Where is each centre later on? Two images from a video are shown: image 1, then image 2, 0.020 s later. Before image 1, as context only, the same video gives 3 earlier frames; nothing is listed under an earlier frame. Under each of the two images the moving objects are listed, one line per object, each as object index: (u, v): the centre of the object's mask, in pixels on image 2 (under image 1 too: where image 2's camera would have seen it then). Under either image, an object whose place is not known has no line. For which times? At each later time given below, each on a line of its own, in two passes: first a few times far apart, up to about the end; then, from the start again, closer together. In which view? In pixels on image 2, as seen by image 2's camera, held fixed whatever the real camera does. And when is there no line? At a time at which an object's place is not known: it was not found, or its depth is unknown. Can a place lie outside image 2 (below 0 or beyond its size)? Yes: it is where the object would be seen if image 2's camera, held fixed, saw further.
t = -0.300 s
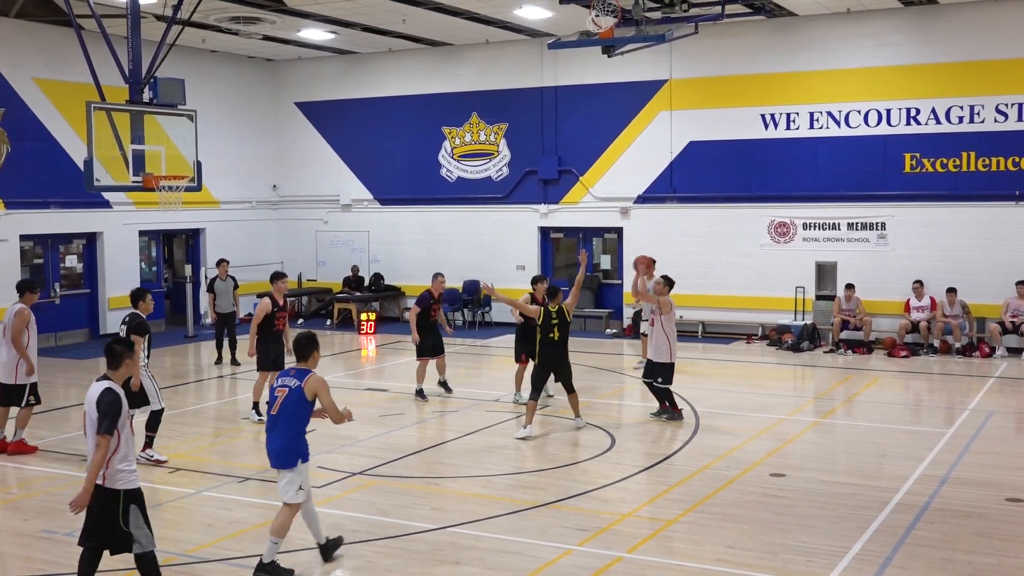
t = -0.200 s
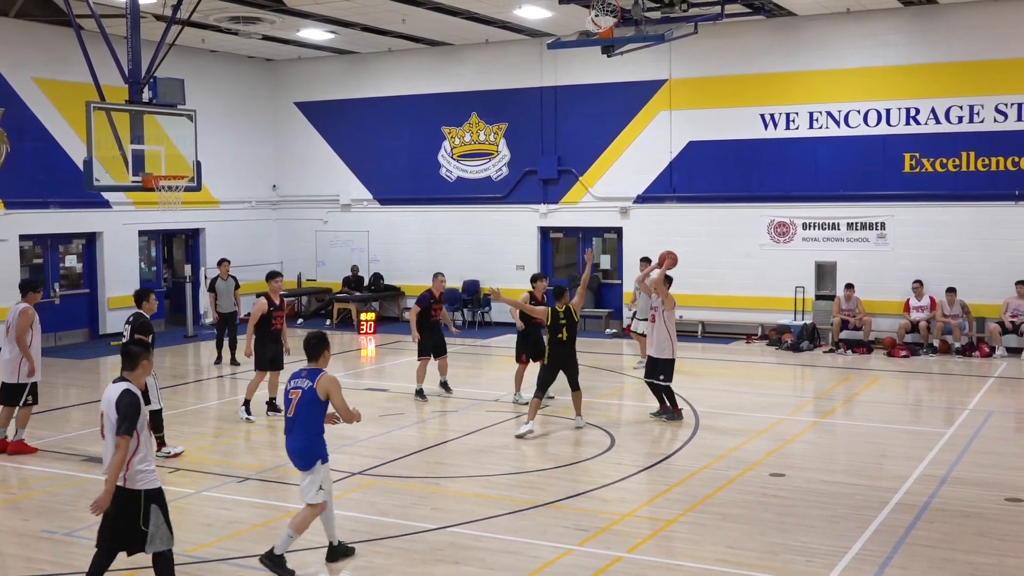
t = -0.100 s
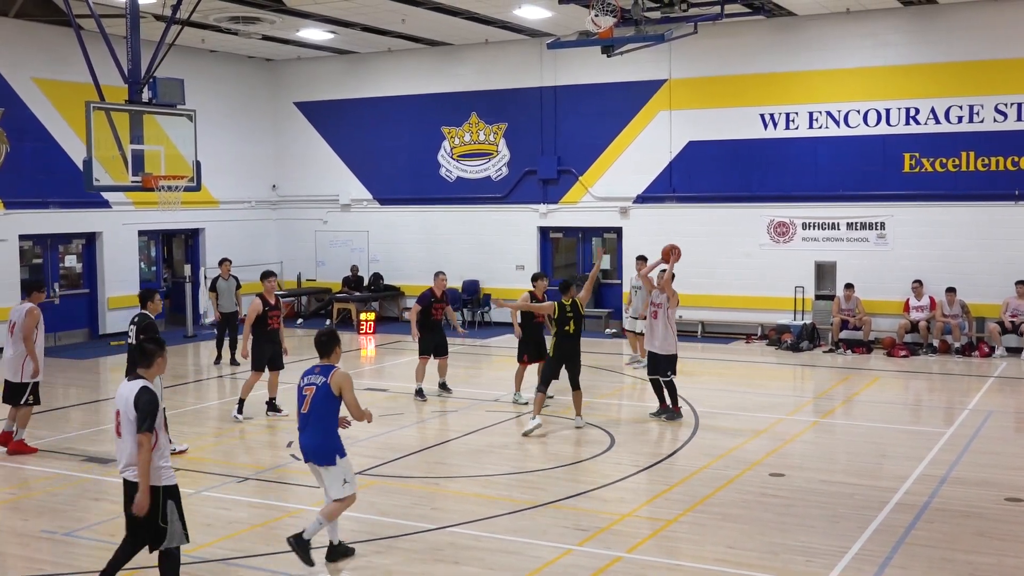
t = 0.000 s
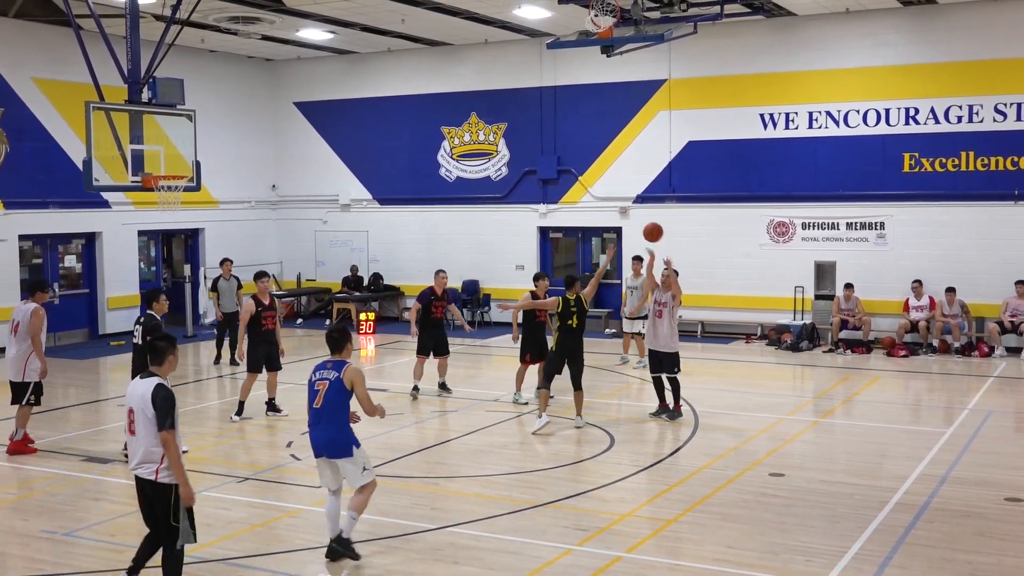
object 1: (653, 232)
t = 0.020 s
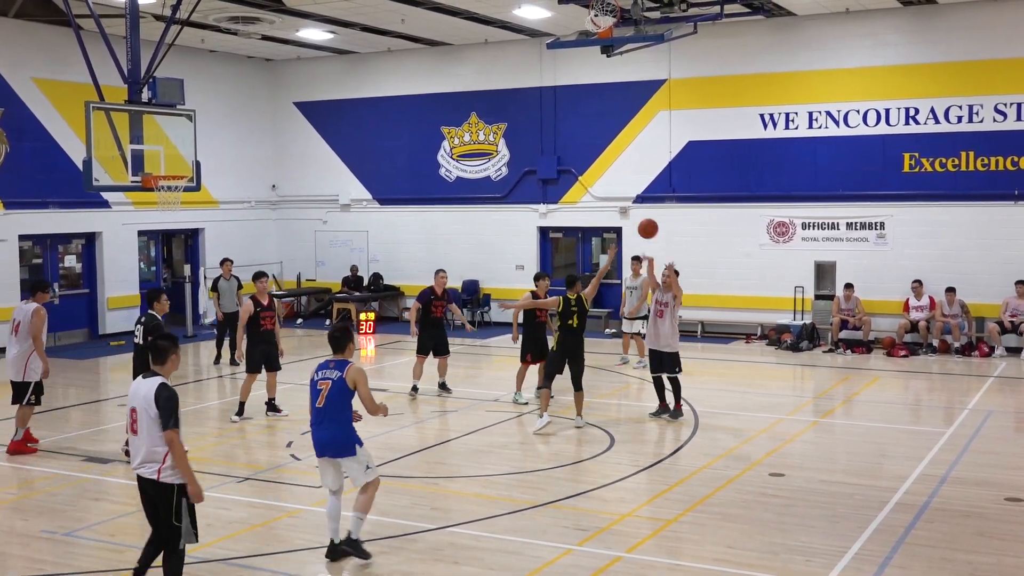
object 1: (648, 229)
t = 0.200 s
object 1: (597, 209)
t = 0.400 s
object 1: (532, 221)
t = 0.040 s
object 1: (642, 225)
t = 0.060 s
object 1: (637, 222)
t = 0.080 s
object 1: (632, 219)
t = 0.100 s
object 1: (626, 216)
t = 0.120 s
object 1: (621, 214)
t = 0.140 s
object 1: (615, 212)
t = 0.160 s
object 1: (609, 211)
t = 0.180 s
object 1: (603, 209)
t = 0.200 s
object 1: (597, 209)
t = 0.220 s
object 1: (591, 208)
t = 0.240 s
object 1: (585, 208)
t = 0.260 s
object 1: (579, 208)
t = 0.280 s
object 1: (573, 209)
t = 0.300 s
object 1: (566, 210)
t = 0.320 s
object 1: (559, 211)
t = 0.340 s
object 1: (553, 213)
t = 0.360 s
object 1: (546, 215)
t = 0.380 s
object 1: (539, 218)
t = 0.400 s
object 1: (532, 221)
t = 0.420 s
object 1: (525, 225)
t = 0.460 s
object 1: (511, 234)
